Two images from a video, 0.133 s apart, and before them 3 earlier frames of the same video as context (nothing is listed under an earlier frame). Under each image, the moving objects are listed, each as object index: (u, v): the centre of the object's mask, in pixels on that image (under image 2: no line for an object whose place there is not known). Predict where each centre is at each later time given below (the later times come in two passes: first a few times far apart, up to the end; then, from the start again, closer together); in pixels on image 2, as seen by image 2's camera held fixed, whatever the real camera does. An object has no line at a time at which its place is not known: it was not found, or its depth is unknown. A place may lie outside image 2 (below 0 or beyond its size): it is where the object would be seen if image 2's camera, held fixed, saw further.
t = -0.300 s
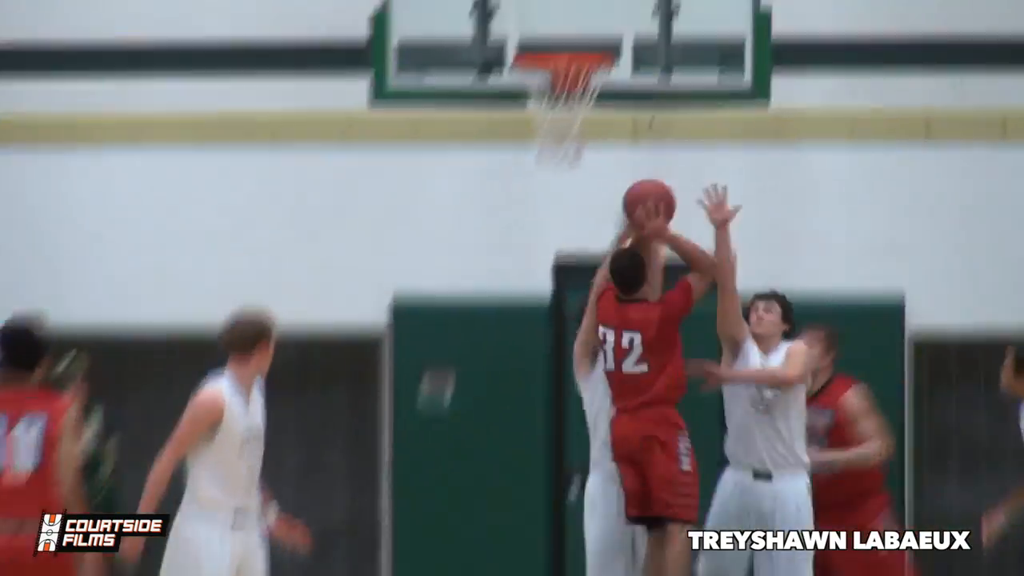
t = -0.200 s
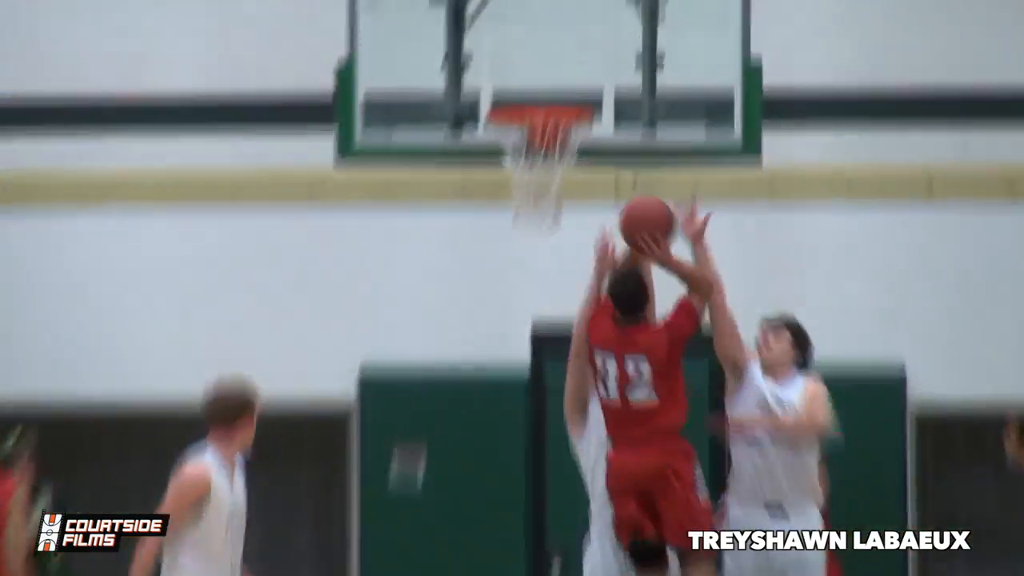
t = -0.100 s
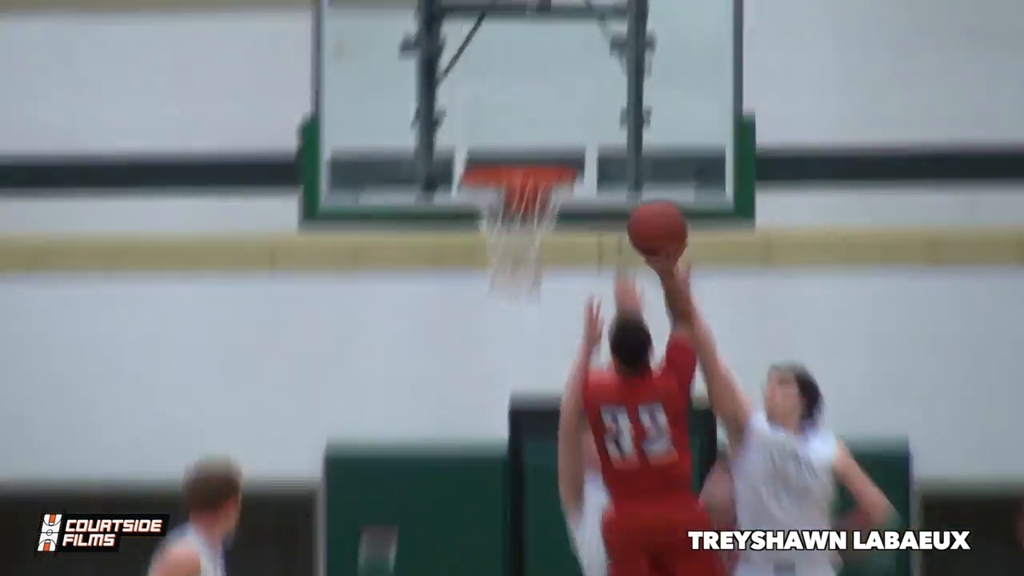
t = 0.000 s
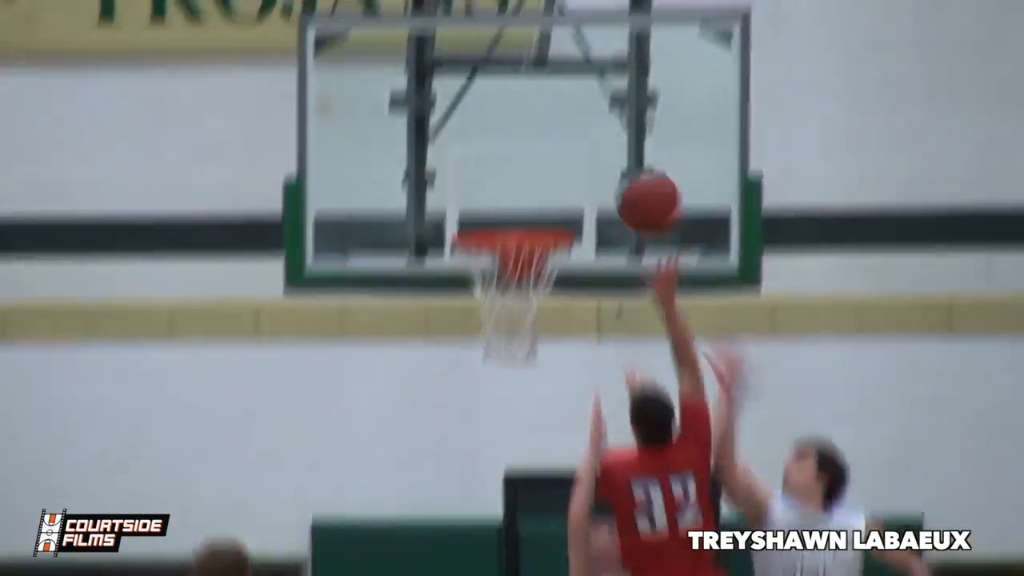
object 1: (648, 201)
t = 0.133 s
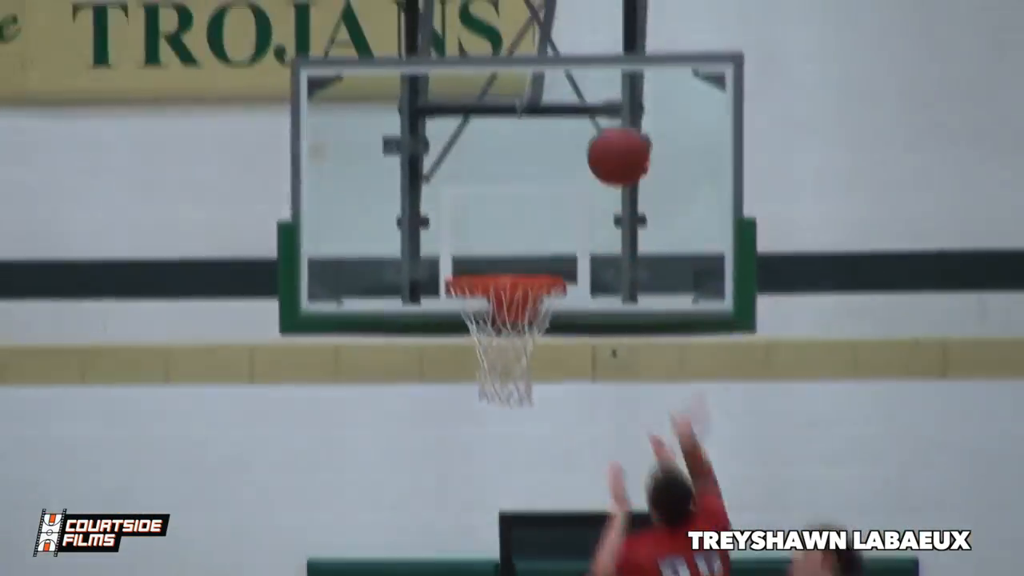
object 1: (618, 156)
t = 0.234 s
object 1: (600, 116)
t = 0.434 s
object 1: (565, 118)
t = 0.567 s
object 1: (542, 174)
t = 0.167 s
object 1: (612, 140)
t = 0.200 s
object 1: (607, 127)
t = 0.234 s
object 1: (600, 116)
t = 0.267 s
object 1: (594, 110)
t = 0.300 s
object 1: (589, 107)
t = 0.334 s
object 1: (583, 105)
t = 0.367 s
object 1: (577, 107)
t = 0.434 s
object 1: (565, 118)
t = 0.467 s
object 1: (560, 129)
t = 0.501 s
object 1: (554, 142)
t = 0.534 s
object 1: (548, 157)
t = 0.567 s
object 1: (542, 174)
